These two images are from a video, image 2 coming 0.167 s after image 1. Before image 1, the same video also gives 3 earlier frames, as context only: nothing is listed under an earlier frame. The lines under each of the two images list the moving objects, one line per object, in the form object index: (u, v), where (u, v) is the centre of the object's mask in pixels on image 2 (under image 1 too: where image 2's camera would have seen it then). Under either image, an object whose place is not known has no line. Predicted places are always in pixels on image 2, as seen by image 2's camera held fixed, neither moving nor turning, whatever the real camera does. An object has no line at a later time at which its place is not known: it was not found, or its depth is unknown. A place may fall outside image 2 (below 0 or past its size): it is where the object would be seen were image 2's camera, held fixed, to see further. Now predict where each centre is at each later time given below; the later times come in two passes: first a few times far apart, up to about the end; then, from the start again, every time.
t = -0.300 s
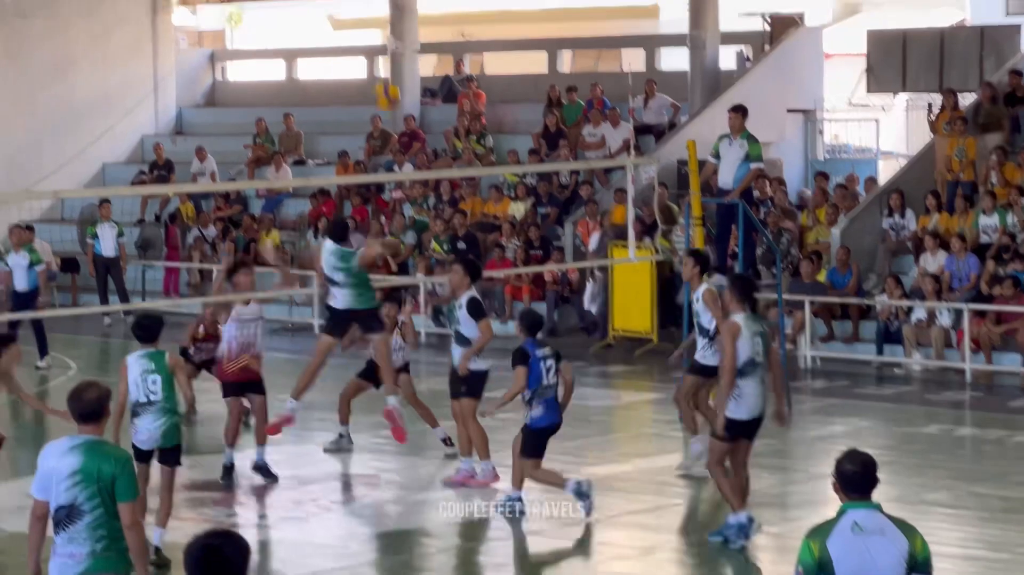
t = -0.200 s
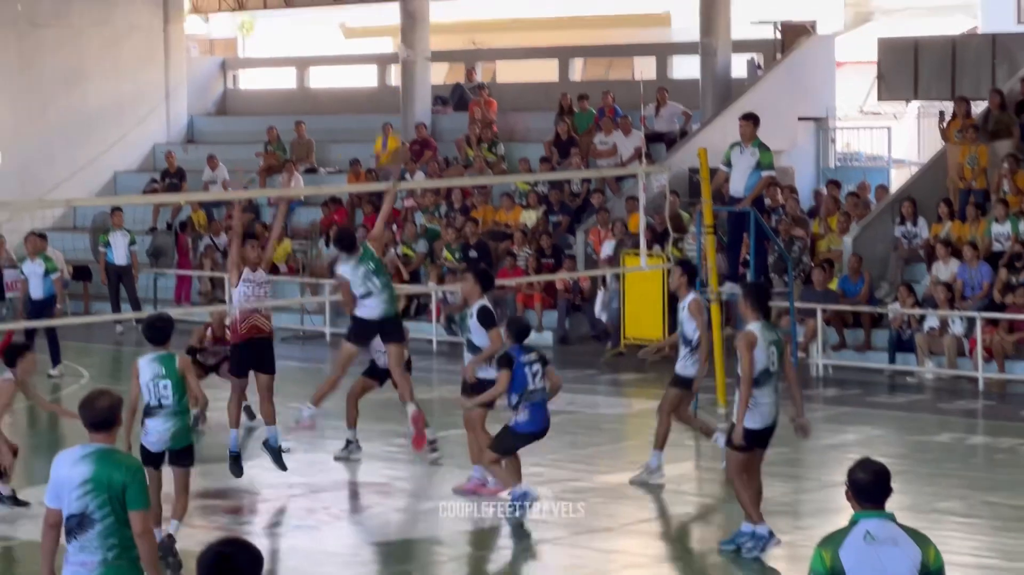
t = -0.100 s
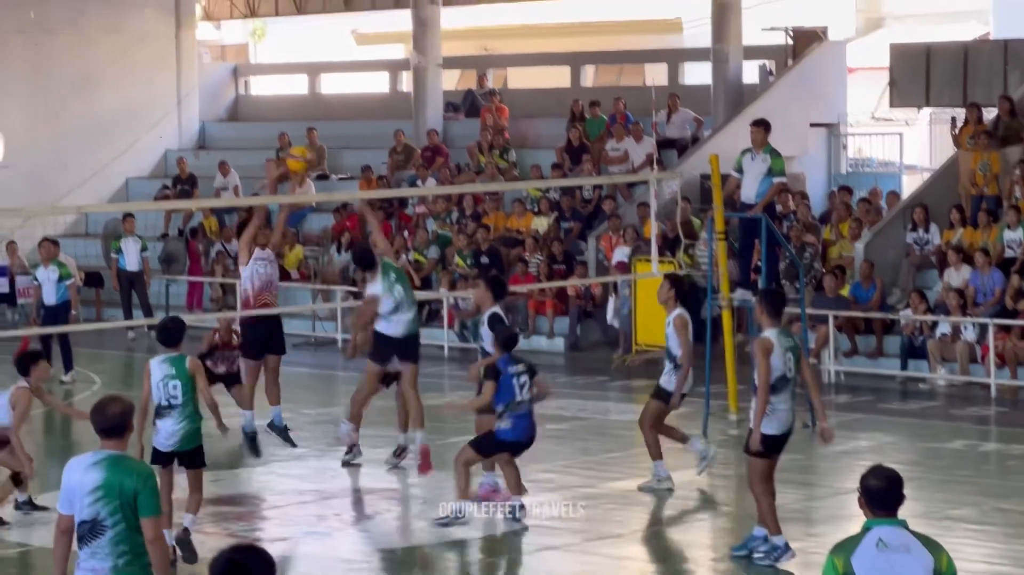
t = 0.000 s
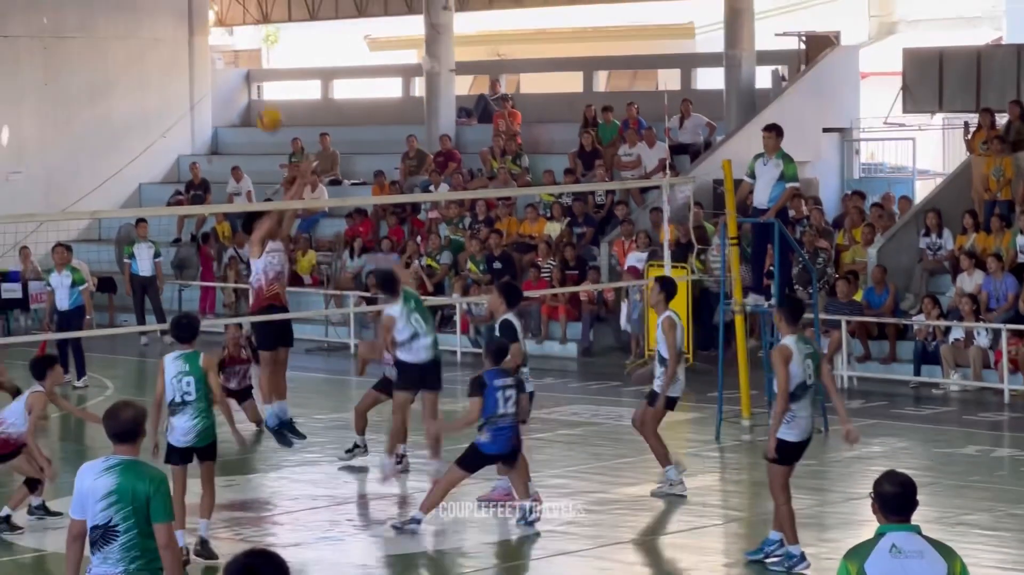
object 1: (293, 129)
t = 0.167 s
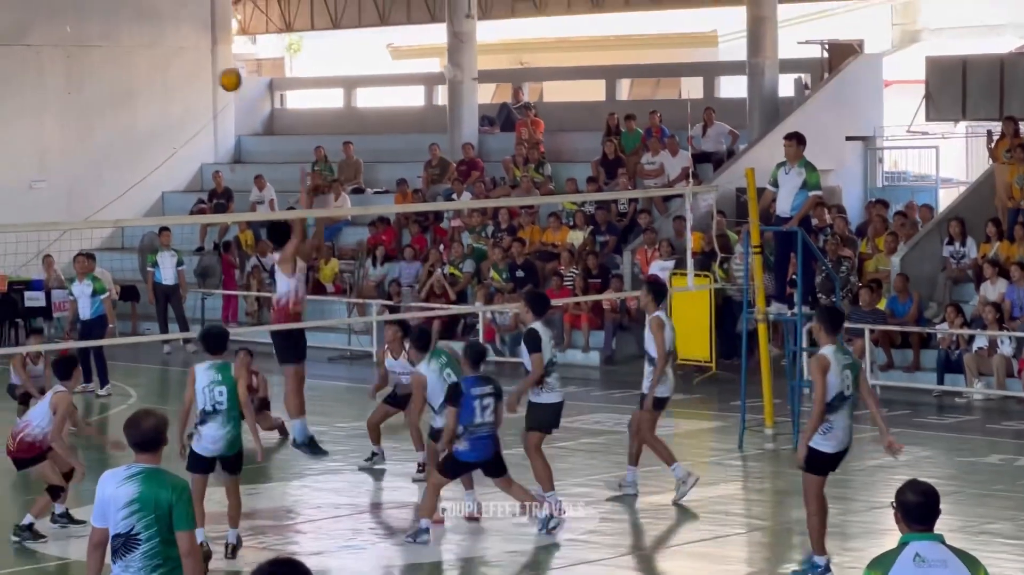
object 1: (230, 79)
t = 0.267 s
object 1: (194, 68)
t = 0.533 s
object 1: (109, 94)
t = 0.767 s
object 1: (42, 179)
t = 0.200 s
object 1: (218, 74)
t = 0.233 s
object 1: (206, 70)
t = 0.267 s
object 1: (194, 68)
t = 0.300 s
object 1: (183, 66)
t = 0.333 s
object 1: (172, 66)
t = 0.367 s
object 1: (161, 68)
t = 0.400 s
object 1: (150, 71)
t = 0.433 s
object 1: (140, 75)
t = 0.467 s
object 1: (129, 80)
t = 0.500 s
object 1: (119, 87)
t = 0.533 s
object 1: (109, 94)
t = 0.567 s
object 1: (98, 103)
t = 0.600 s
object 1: (89, 113)
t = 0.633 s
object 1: (79, 124)
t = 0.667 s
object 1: (69, 136)
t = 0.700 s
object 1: (60, 149)
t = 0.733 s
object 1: (51, 163)
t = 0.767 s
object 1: (42, 179)
